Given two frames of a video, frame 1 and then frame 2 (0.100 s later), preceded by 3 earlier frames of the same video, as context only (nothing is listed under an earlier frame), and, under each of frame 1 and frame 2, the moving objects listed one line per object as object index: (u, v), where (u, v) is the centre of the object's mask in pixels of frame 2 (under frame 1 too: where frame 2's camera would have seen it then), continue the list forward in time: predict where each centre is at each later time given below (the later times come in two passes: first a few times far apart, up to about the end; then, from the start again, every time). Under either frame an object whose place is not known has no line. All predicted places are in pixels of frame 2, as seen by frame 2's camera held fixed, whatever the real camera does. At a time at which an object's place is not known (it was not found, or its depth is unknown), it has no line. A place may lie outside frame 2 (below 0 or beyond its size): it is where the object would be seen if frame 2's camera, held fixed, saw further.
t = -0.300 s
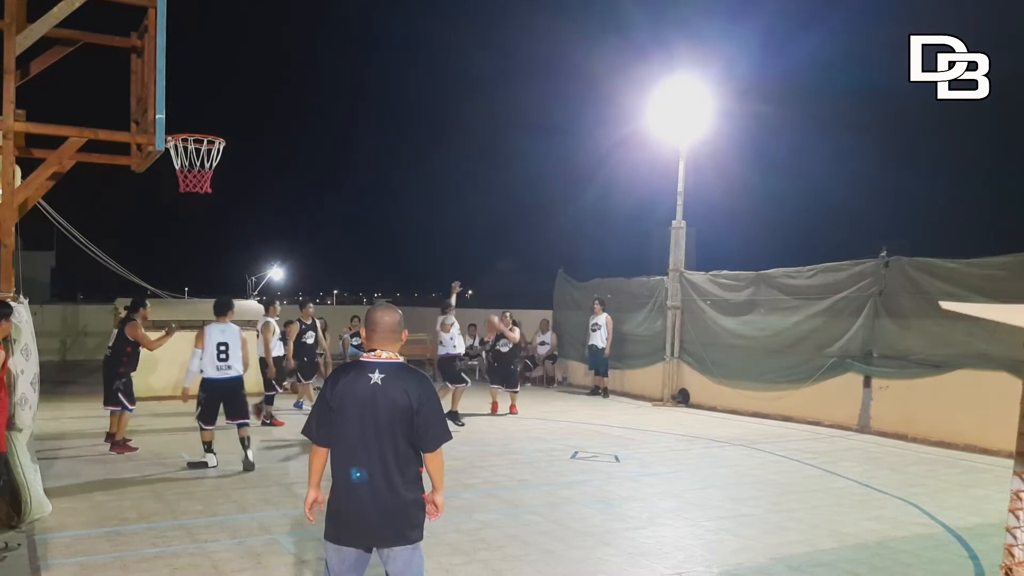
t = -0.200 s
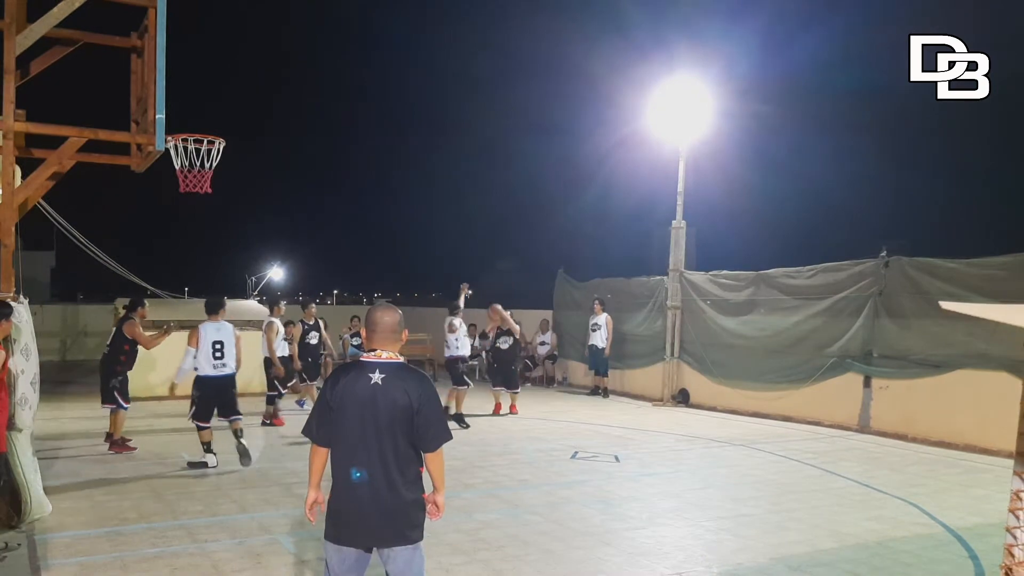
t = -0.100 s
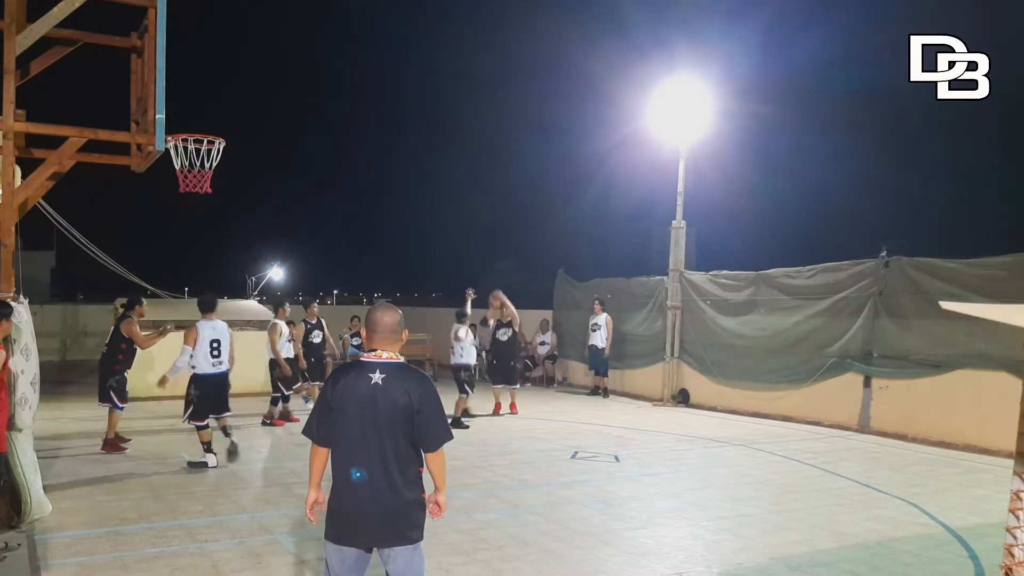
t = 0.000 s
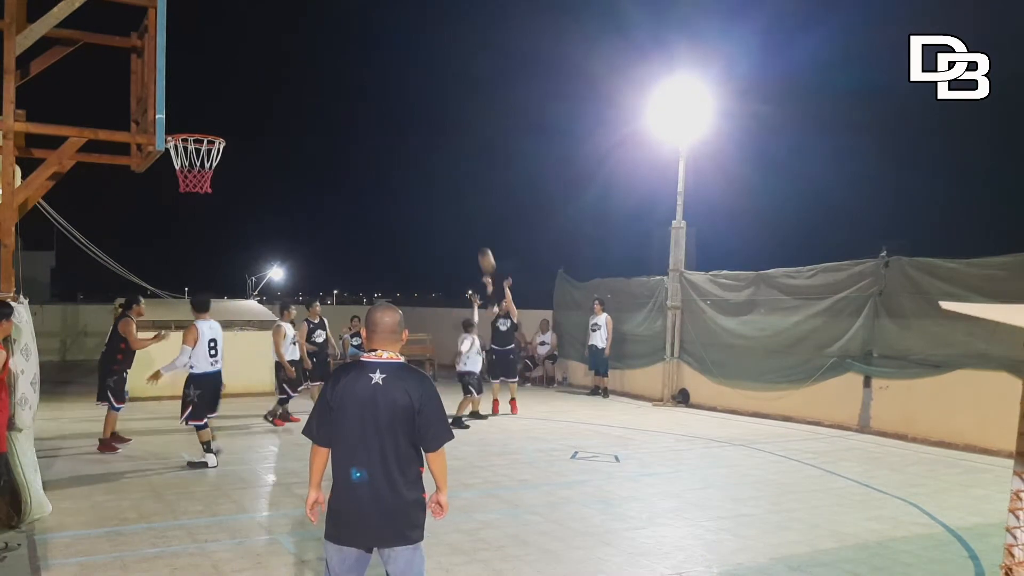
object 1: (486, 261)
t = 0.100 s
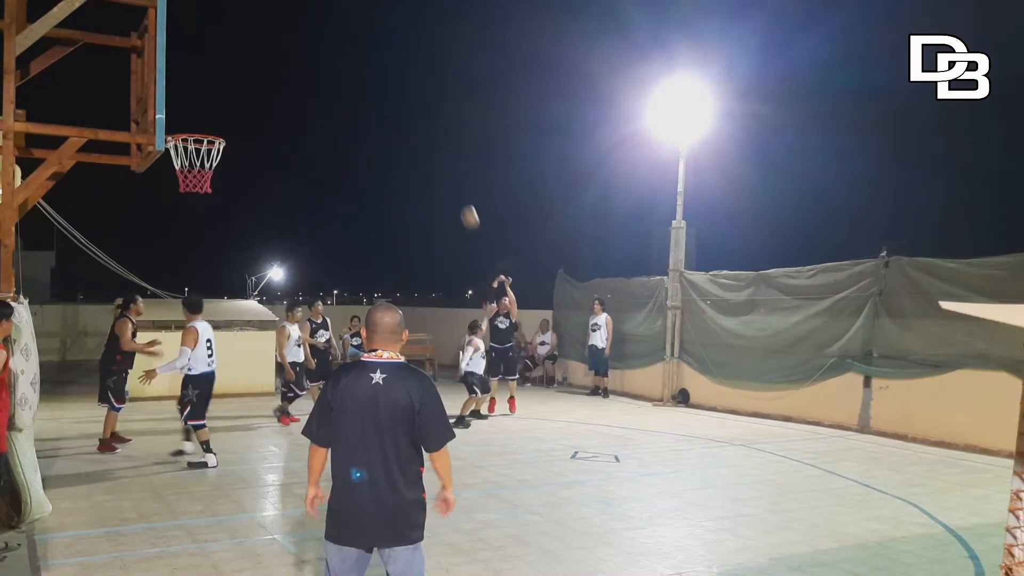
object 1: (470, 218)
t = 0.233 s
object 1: (445, 166)
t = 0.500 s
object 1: (387, 87)
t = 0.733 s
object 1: (324, 54)
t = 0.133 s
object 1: (464, 204)
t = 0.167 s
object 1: (458, 191)
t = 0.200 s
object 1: (452, 178)
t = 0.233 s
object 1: (445, 166)
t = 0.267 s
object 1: (439, 154)
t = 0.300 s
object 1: (432, 142)
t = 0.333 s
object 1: (425, 132)
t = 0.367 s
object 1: (418, 122)
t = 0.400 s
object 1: (411, 112)
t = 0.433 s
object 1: (403, 104)
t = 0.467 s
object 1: (395, 95)
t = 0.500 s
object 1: (387, 87)
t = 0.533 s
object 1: (380, 80)
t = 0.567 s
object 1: (371, 73)
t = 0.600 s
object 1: (362, 67)
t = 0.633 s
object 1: (353, 63)
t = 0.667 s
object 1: (344, 59)
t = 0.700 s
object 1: (334, 56)
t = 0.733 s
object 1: (324, 54)
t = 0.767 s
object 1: (314, 53)
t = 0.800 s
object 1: (304, 53)
